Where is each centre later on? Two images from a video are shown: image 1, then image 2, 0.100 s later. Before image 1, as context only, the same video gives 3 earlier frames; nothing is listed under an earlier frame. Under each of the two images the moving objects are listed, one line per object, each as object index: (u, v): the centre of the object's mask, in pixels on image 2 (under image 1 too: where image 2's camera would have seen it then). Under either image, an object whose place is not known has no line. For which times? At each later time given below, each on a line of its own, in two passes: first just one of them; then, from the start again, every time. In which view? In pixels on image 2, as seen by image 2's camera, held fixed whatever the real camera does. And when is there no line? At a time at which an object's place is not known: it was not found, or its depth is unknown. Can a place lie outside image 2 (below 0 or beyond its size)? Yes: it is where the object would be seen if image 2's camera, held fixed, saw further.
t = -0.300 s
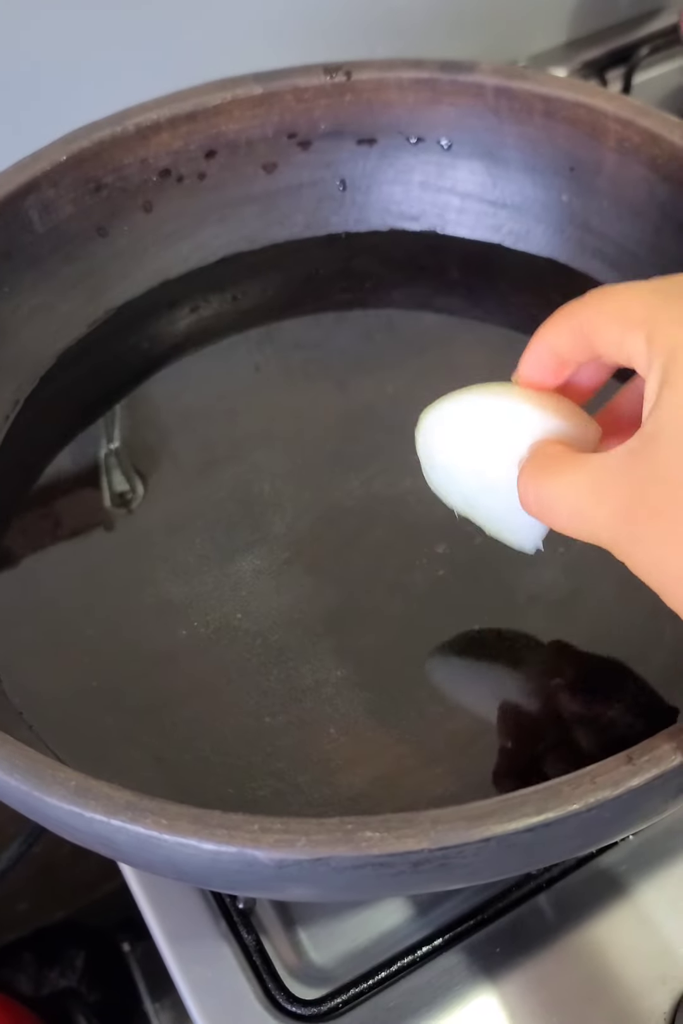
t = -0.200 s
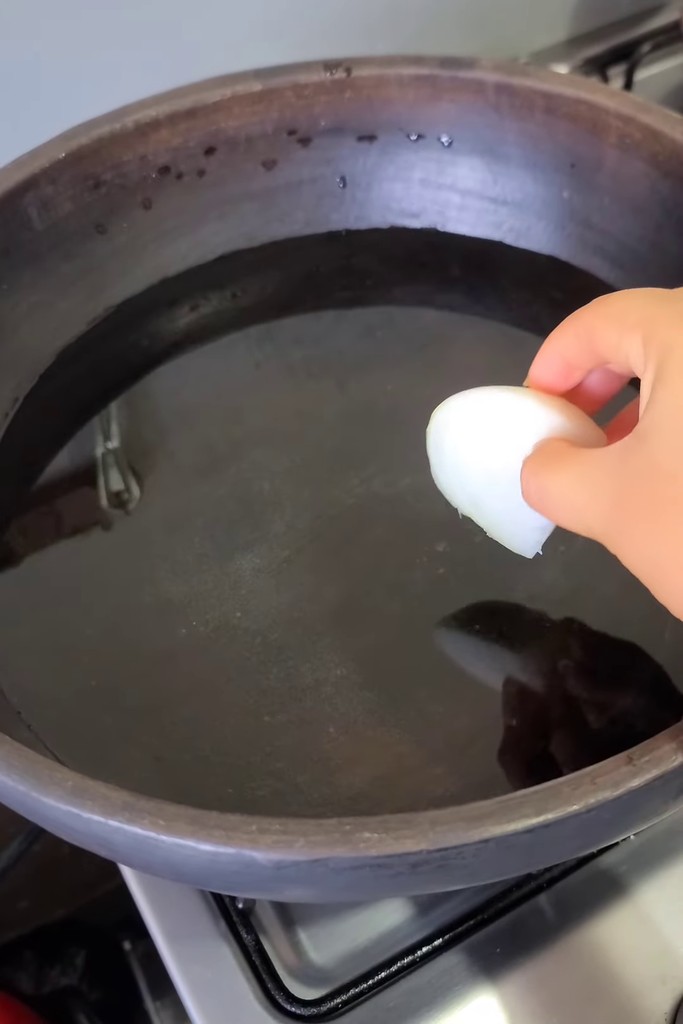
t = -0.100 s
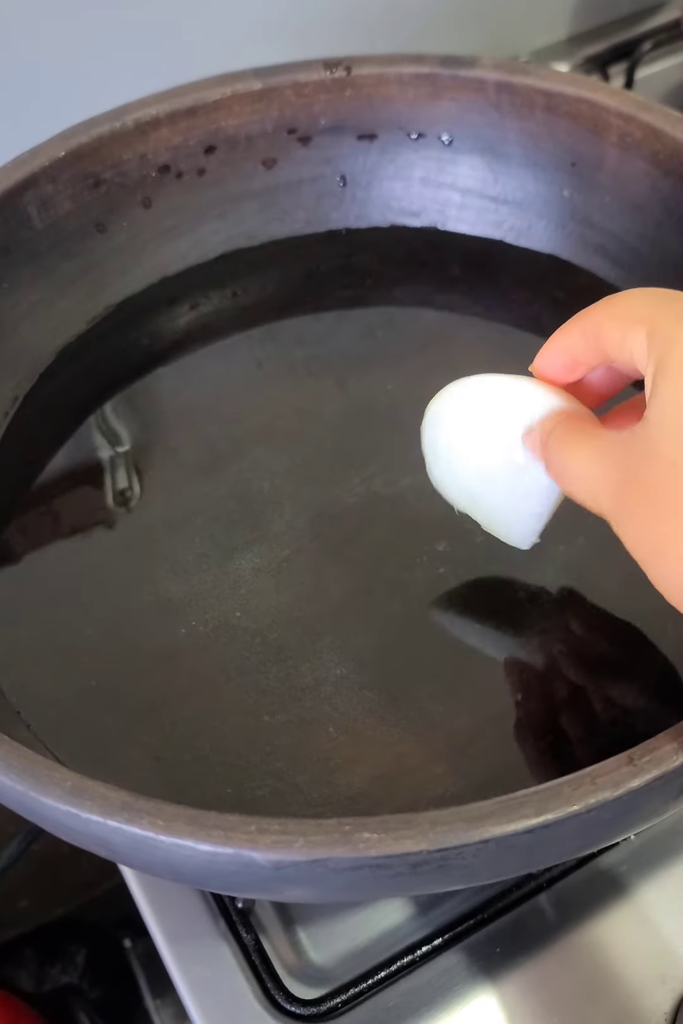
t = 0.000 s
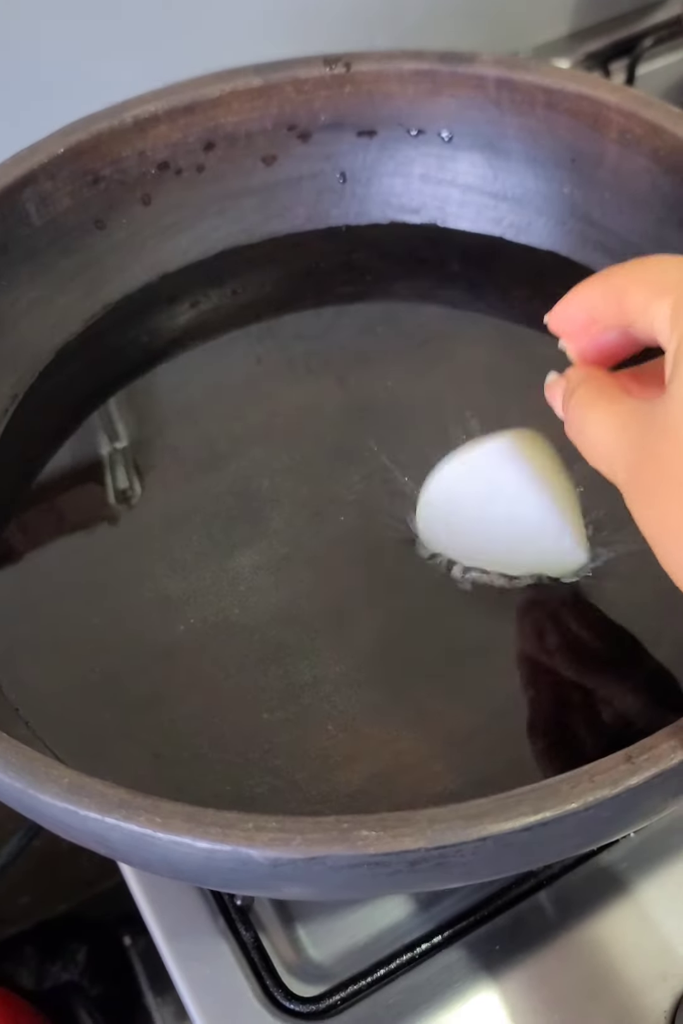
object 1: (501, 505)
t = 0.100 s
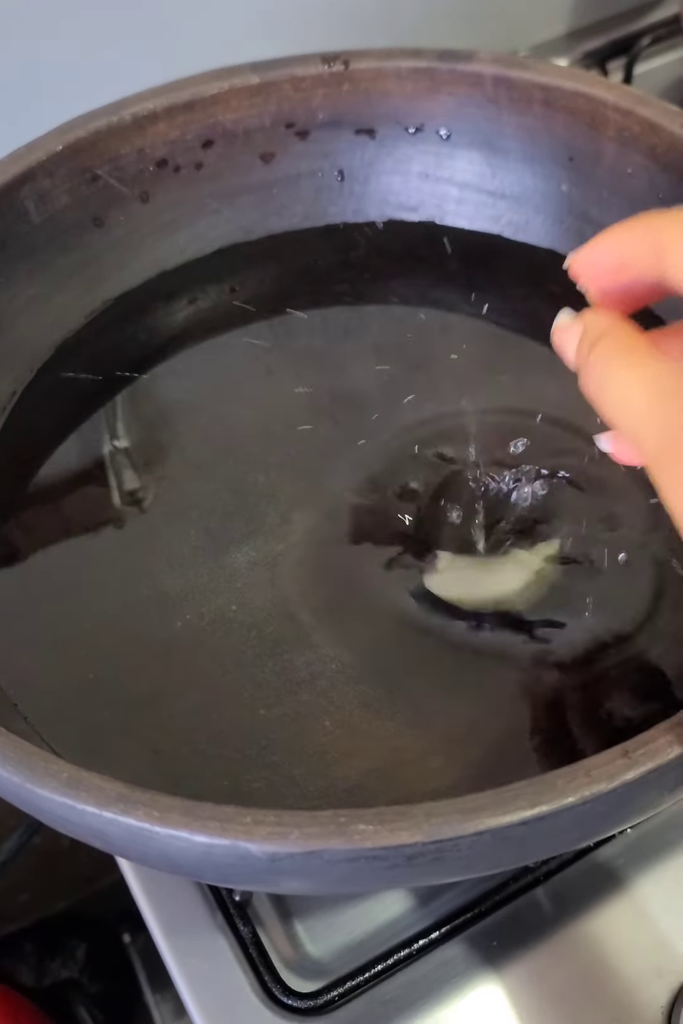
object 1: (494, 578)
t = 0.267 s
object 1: (485, 586)
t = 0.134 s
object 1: (490, 579)
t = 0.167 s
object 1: (489, 582)
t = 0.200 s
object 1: (487, 587)
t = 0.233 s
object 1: (488, 588)
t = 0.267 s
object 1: (485, 586)
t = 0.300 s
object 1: (487, 587)
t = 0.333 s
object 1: (491, 587)
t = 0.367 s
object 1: (493, 591)
